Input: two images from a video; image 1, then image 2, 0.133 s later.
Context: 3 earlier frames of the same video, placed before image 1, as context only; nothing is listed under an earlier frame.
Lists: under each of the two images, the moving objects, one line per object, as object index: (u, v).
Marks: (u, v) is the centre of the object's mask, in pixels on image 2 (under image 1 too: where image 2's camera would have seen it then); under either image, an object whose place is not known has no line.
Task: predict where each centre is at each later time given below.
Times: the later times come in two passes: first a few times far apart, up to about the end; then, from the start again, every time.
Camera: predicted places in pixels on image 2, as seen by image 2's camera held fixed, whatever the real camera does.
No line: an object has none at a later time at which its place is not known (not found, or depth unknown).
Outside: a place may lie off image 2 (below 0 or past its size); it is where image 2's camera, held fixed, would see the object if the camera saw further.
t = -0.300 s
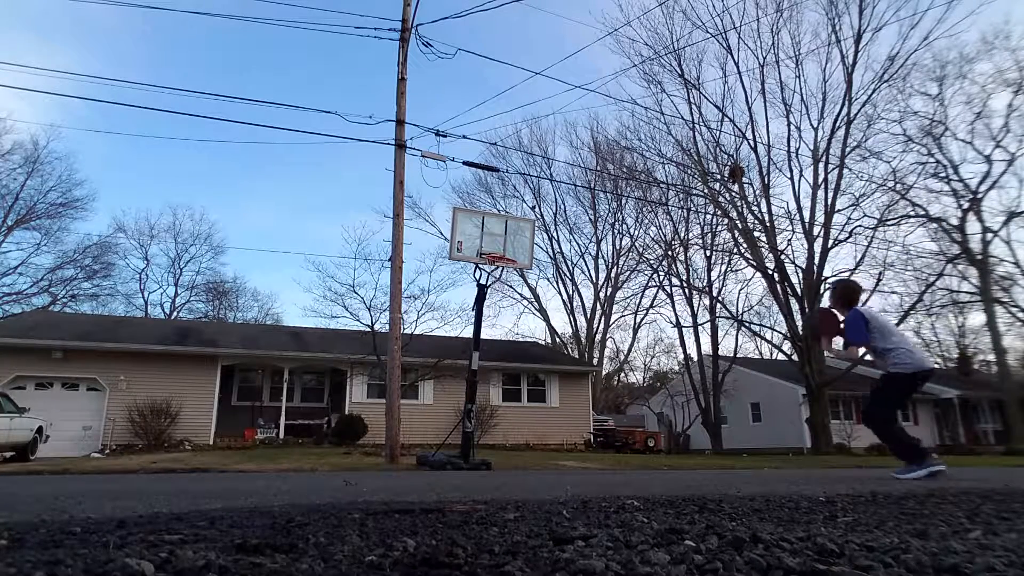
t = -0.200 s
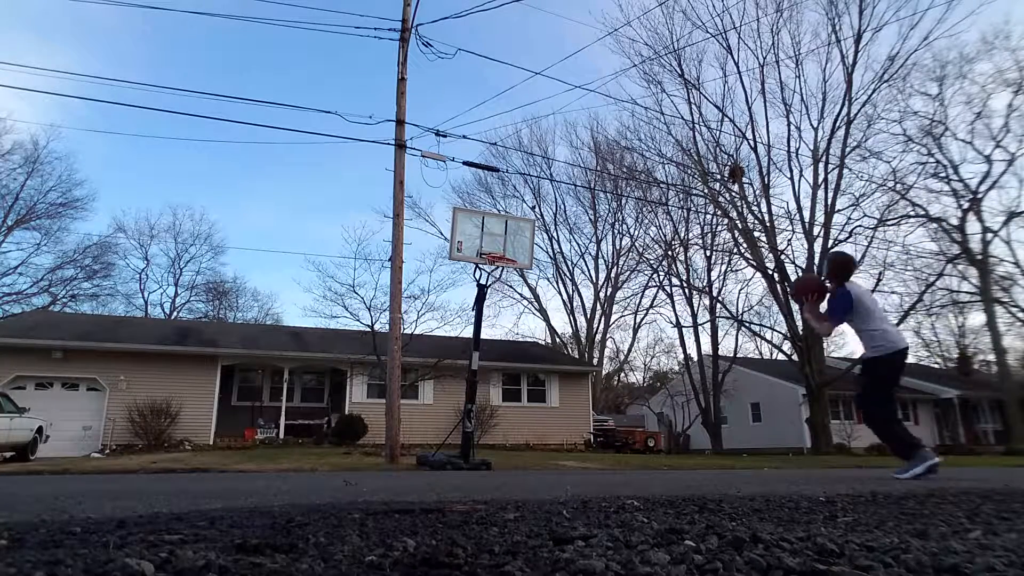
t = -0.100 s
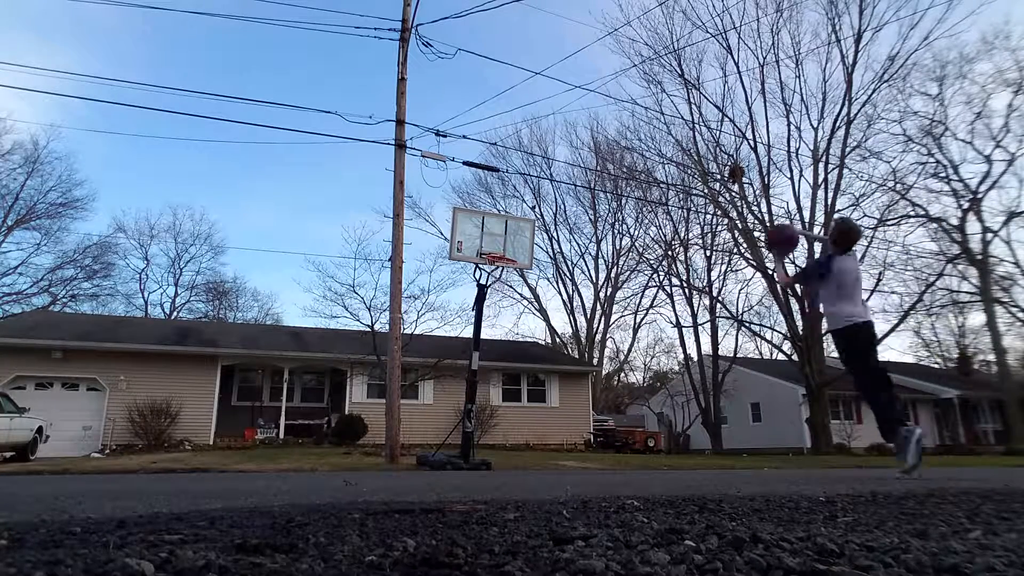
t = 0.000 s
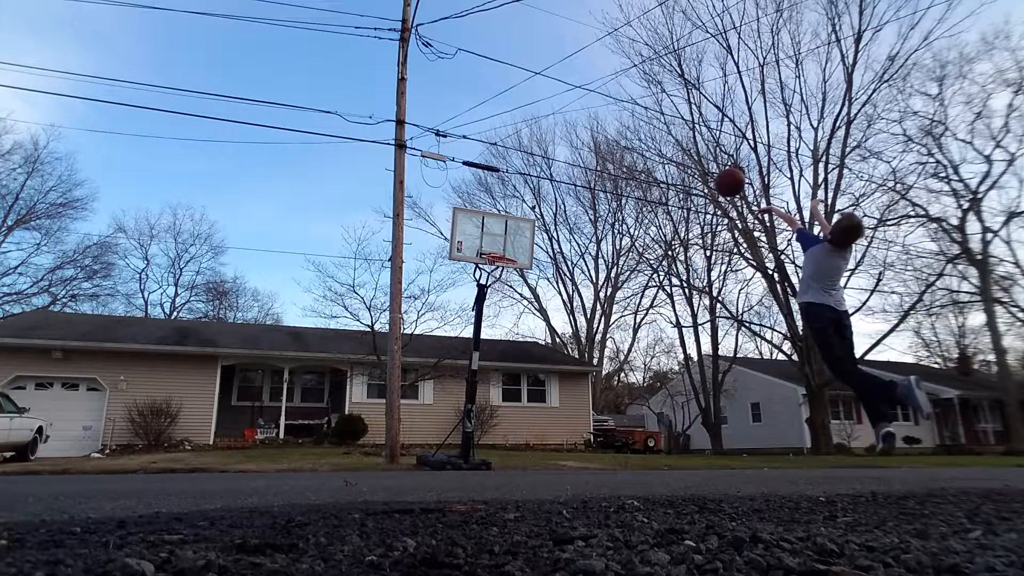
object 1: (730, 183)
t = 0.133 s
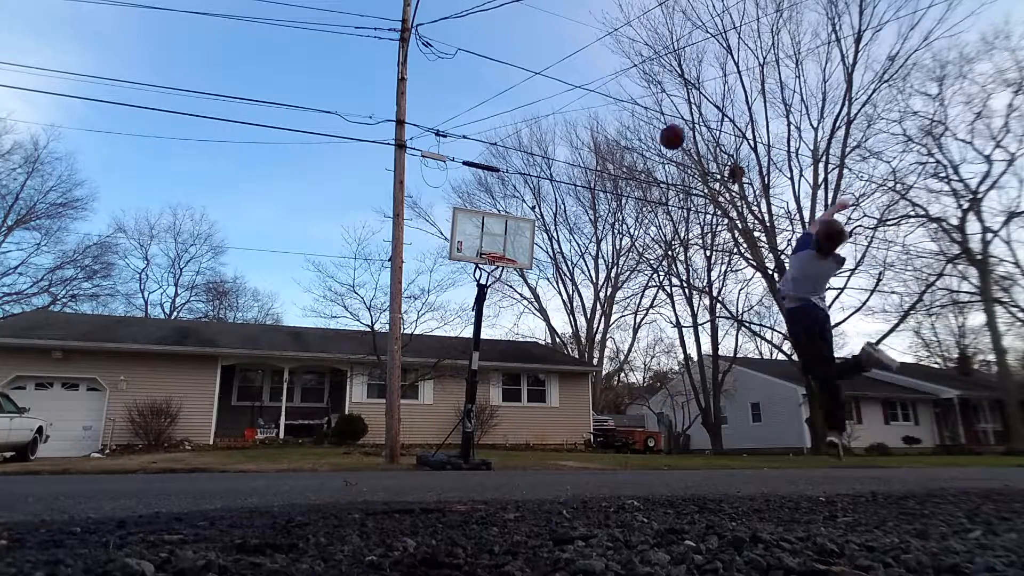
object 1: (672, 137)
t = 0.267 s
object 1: (629, 117)
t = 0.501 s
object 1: (576, 122)
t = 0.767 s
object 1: (531, 171)
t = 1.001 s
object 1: (502, 240)
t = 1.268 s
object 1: (512, 188)
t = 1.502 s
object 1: (526, 157)
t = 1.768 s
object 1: (544, 163)
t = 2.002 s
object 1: (564, 218)
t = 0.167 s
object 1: (661, 130)
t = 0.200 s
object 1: (649, 125)
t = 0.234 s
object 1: (639, 120)
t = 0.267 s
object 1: (629, 117)
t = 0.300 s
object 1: (620, 115)
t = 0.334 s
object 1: (612, 114)
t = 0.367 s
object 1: (604, 114)
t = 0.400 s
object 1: (596, 115)
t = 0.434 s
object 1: (589, 116)
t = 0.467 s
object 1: (582, 119)
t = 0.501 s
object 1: (576, 122)
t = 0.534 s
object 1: (569, 126)
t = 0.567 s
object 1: (563, 131)
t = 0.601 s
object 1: (557, 136)
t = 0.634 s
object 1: (552, 142)
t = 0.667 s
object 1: (546, 148)
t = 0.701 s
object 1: (540, 155)
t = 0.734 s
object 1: (537, 163)
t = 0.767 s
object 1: (531, 171)
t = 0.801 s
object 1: (527, 179)
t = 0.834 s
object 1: (522, 188)
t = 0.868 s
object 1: (518, 198)
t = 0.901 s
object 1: (514, 208)
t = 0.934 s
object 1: (510, 218)
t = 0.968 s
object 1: (505, 229)
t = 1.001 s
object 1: (502, 240)
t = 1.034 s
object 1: (499, 248)
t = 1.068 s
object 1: (501, 238)
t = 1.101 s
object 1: (503, 228)
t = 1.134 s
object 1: (504, 219)
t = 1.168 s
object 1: (506, 210)
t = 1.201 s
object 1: (508, 202)
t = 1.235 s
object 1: (510, 195)
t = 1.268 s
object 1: (512, 188)
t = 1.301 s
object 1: (514, 181)
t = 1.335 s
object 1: (516, 176)
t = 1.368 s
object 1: (518, 170)
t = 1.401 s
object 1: (520, 166)
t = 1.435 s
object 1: (522, 162)
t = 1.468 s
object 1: (524, 159)
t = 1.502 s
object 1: (526, 157)
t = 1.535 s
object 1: (528, 155)
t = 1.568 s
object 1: (530, 154)
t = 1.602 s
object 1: (532, 153)
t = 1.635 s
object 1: (535, 154)
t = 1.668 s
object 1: (537, 155)
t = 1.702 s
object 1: (539, 157)
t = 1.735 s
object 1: (542, 160)
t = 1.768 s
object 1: (544, 163)
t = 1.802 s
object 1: (547, 168)
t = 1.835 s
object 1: (550, 174)
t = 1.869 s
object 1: (553, 180)
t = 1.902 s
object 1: (555, 188)
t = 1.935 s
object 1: (558, 197)
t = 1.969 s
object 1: (561, 206)
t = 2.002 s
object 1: (564, 218)
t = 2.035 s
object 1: (567, 230)
